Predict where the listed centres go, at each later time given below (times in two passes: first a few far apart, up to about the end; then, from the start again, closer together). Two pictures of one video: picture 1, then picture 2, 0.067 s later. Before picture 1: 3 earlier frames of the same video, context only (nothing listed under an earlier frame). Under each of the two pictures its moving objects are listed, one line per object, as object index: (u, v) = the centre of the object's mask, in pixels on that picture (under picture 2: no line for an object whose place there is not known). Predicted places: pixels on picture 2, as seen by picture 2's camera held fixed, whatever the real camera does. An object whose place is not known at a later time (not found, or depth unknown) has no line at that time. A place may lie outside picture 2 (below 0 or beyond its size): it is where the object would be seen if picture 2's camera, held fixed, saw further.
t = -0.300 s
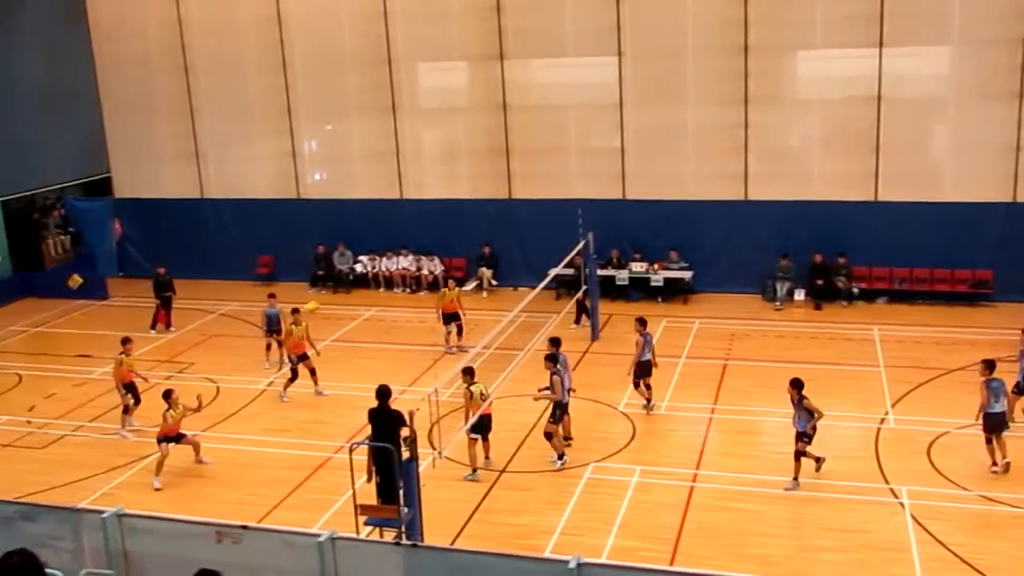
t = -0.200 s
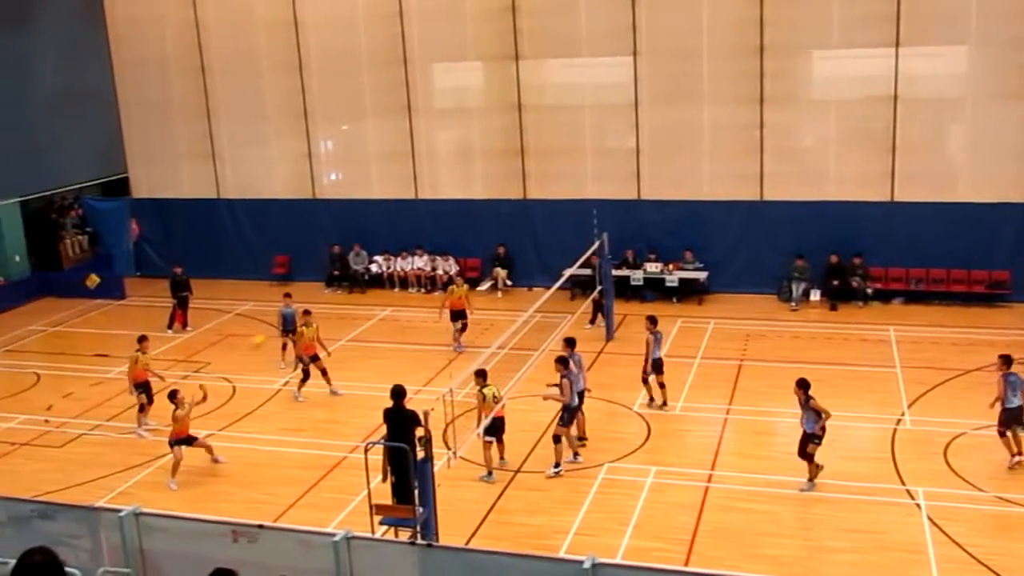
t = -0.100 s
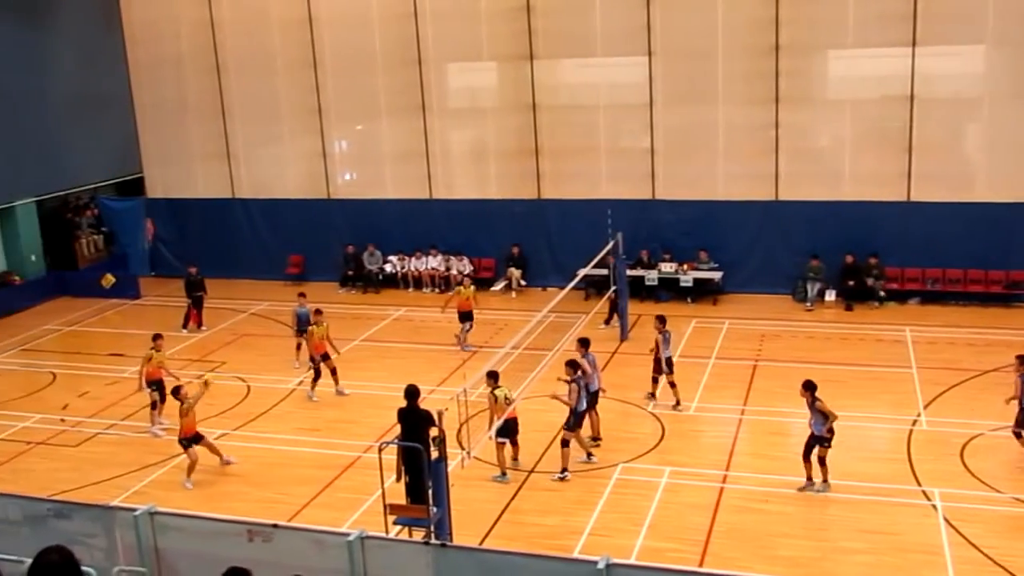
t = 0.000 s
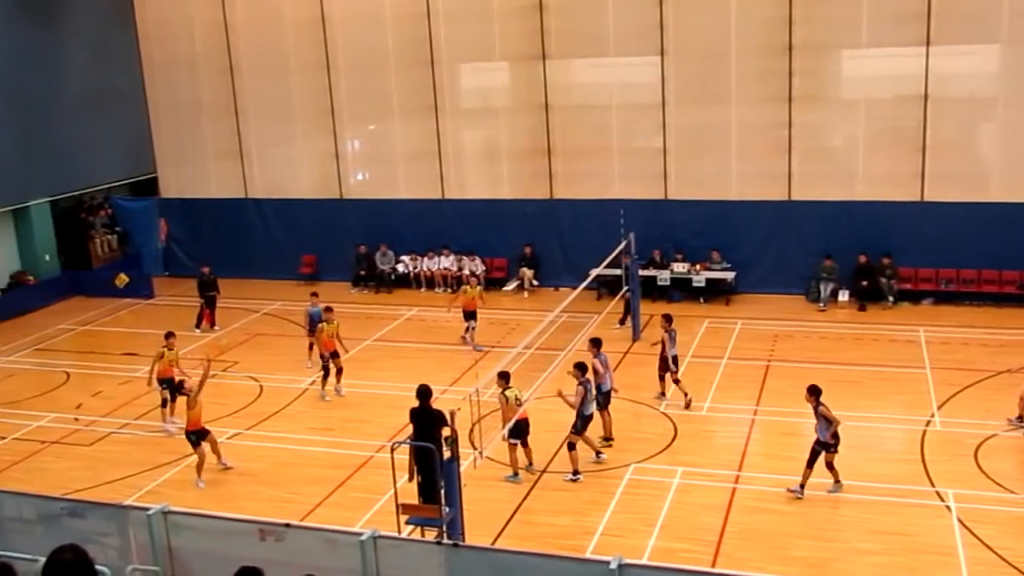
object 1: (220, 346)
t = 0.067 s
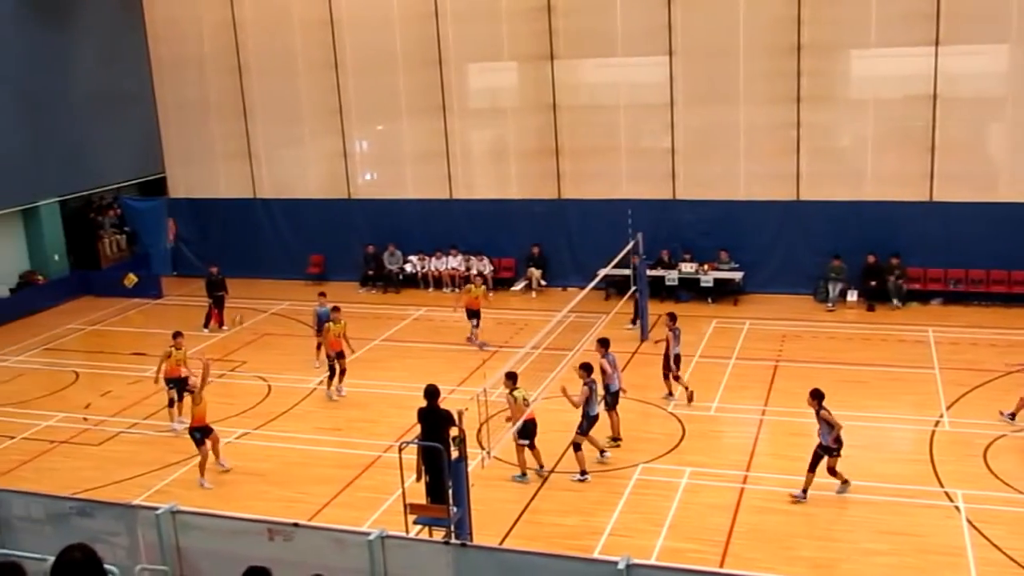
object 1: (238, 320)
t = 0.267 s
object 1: (263, 260)
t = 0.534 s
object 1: (301, 215)
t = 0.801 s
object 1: (343, 217)
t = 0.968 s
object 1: (373, 242)
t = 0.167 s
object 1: (250, 284)
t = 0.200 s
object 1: (255, 275)
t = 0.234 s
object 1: (259, 268)
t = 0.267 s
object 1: (263, 260)
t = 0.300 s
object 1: (268, 252)
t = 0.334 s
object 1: (272, 245)
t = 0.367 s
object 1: (277, 238)
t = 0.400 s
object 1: (282, 233)
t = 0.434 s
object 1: (286, 227)
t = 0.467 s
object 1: (291, 222)
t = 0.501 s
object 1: (296, 219)
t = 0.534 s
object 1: (301, 215)
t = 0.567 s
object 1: (306, 213)
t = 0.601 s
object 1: (312, 212)
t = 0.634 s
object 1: (317, 211)
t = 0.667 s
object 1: (322, 211)
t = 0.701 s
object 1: (328, 211)
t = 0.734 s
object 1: (333, 213)
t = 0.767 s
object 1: (338, 214)
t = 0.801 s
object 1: (343, 217)
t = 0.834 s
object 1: (349, 221)
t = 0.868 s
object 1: (355, 225)
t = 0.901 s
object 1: (361, 229)
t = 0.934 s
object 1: (367, 235)
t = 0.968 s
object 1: (373, 242)
